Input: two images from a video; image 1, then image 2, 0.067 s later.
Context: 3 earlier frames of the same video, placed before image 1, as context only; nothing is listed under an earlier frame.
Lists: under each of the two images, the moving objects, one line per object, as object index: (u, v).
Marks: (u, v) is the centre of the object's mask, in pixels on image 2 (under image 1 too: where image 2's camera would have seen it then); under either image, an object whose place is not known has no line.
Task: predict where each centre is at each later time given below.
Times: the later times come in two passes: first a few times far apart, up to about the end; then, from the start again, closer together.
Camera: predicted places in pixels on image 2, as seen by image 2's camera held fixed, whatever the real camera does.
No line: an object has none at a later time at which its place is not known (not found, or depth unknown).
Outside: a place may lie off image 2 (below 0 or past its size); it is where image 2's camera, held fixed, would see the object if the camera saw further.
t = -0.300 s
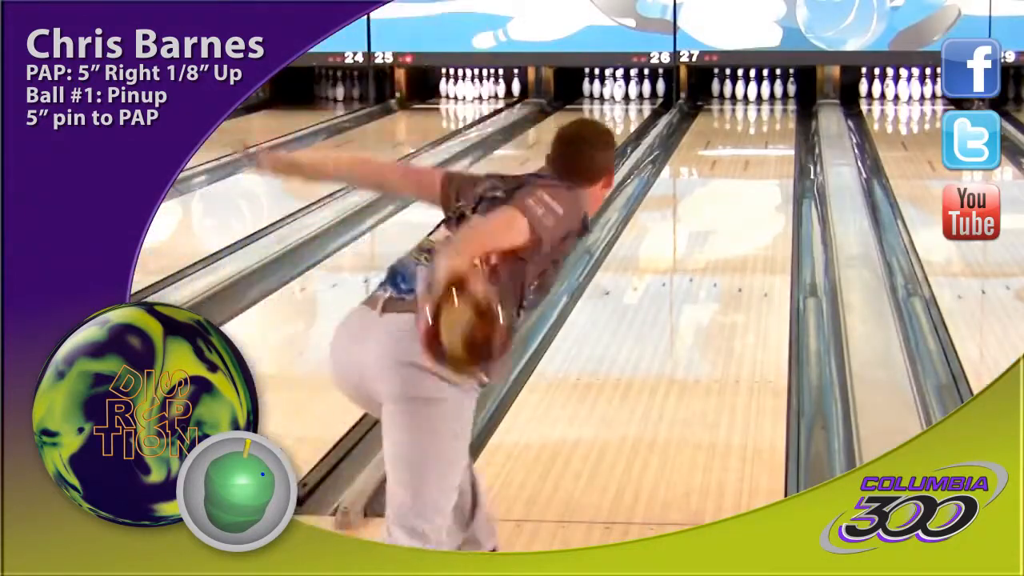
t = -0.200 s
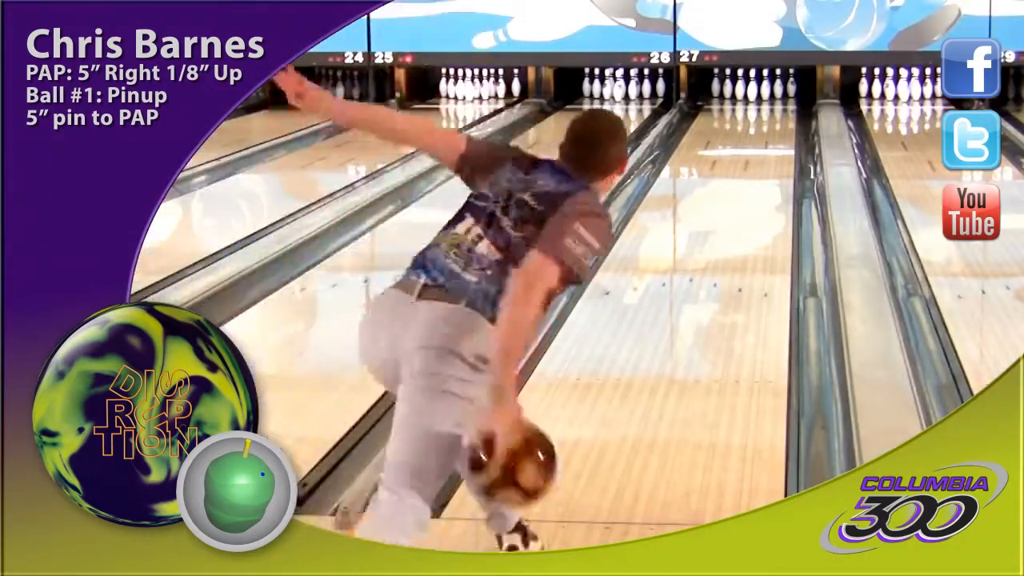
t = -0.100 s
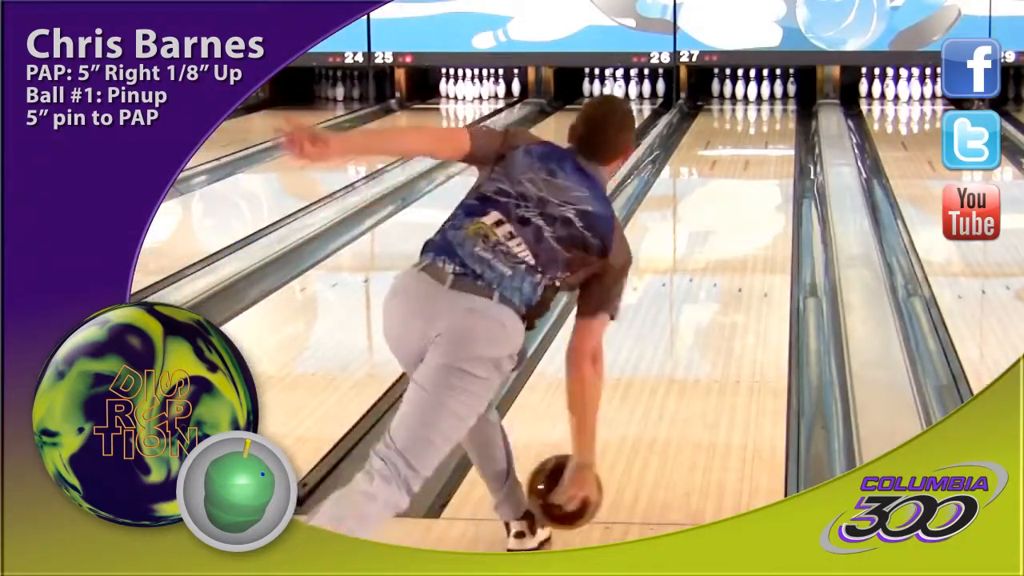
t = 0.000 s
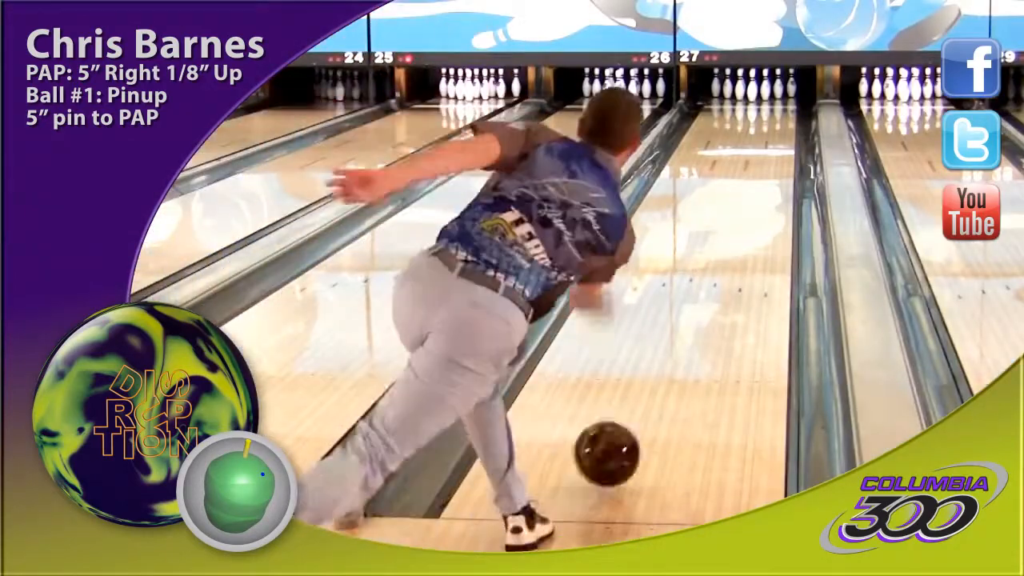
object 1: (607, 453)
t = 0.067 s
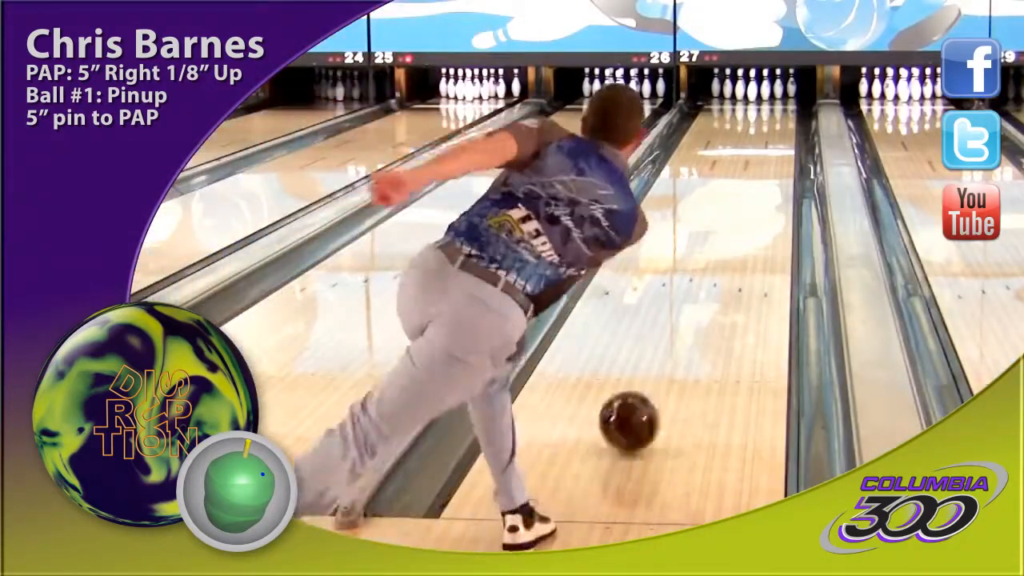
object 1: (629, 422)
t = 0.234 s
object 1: (673, 349)
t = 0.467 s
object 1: (714, 278)
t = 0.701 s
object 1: (741, 229)
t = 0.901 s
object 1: (758, 197)
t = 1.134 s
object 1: (771, 169)
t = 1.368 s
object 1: (779, 147)
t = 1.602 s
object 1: (783, 128)
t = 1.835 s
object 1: (782, 115)
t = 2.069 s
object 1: (773, 105)
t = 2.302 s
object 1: (761, 95)
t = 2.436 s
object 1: (761, 91)
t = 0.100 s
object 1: (639, 406)
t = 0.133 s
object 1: (648, 391)
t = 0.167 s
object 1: (657, 376)
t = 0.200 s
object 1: (665, 362)
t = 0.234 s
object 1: (673, 349)
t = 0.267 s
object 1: (680, 337)
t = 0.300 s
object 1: (686, 326)
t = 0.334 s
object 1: (693, 315)
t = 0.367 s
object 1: (698, 305)
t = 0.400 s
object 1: (704, 296)
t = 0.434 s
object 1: (709, 286)
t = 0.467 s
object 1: (714, 278)
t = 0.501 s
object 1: (718, 270)
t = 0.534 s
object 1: (722, 275)
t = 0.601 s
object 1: (731, 248)
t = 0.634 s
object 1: (734, 242)
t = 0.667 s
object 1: (738, 235)
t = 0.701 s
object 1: (741, 229)
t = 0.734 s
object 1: (744, 223)
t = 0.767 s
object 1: (747, 217)
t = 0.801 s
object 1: (750, 212)
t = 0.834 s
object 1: (753, 207)
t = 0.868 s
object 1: (755, 202)
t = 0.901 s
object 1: (758, 197)
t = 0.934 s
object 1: (760, 193)
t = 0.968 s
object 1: (762, 188)
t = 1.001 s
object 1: (764, 184)
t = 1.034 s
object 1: (766, 180)
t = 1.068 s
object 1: (768, 176)
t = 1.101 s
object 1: (770, 173)
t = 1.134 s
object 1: (771, 169)
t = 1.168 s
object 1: (773, 165)
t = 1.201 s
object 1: (774, 162)
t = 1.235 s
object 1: (776, 159)
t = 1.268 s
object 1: (776, 156)
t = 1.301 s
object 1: (778, 153)
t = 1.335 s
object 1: (778, 150)
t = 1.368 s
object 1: (779, 147)
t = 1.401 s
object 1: (780, 144)
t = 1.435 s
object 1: (781, 142)
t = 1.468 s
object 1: (781, 139)
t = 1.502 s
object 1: (782, 137)
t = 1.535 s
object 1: (783, 134)
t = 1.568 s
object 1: (783, 132)
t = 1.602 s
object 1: (783, 128)
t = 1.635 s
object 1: (783, 127)
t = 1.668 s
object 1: (783, 124)
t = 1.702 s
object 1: (783, 123)
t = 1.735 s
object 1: (781, 121)
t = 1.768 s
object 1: (782, 119)
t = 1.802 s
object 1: (782, 117)
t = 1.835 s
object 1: (782, 115)
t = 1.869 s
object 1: (779, 113)
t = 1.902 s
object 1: (779, 111)
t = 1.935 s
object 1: (779, 110)
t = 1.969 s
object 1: (779, 109)
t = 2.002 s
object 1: (775, 107)
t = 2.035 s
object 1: (775, 105)
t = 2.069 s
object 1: (773, 105)
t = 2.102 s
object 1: (771, 103)
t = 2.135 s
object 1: (770, 101)
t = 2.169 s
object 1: (768, 99)
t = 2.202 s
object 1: (766, 99)
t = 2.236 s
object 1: (766, 97)
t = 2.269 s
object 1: (765, 96)
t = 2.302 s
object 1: (761, 95)
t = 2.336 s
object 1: (762, 94)
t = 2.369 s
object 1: (763, 93)
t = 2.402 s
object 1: (763, 91)
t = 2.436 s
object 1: (761, 91)
